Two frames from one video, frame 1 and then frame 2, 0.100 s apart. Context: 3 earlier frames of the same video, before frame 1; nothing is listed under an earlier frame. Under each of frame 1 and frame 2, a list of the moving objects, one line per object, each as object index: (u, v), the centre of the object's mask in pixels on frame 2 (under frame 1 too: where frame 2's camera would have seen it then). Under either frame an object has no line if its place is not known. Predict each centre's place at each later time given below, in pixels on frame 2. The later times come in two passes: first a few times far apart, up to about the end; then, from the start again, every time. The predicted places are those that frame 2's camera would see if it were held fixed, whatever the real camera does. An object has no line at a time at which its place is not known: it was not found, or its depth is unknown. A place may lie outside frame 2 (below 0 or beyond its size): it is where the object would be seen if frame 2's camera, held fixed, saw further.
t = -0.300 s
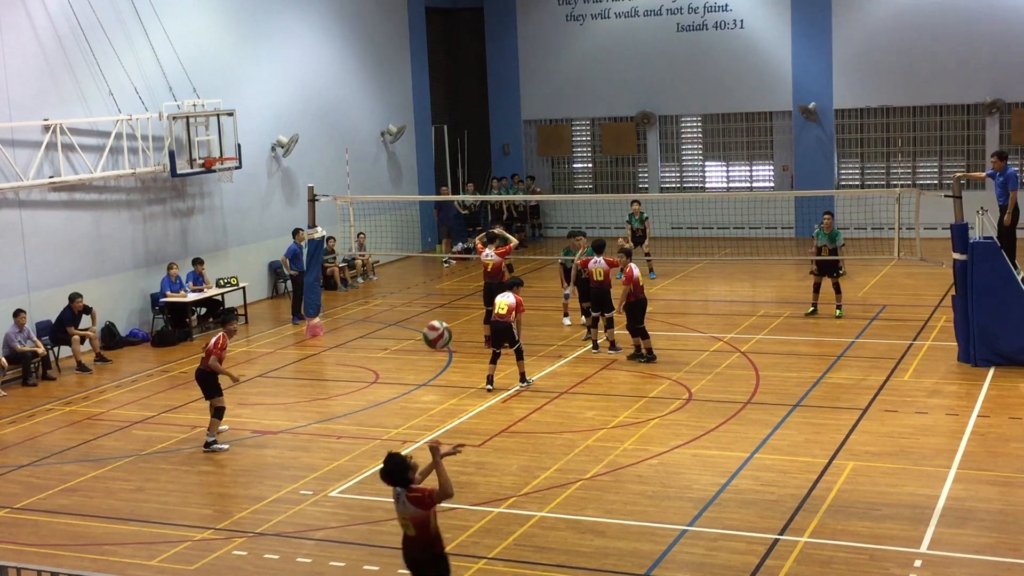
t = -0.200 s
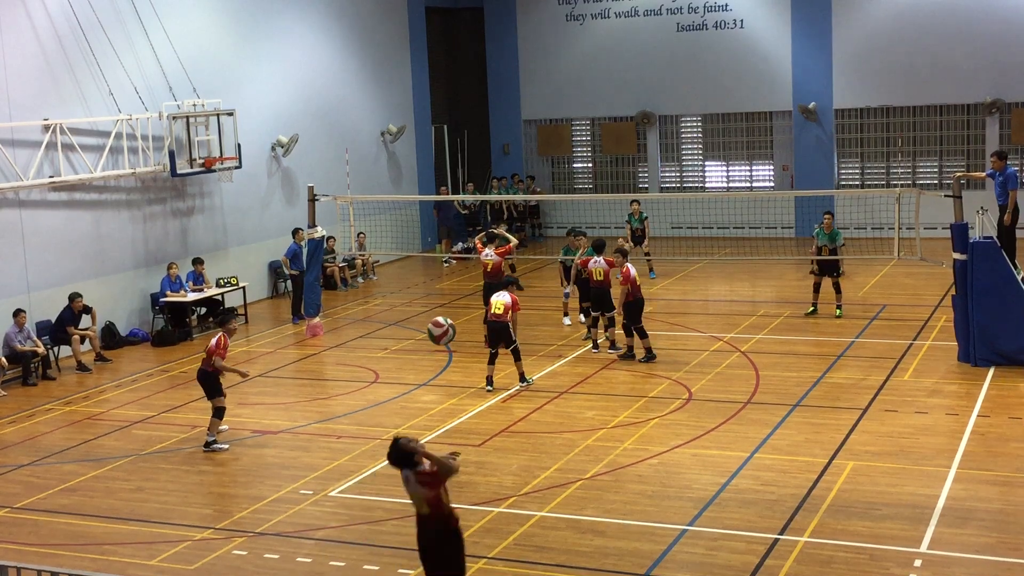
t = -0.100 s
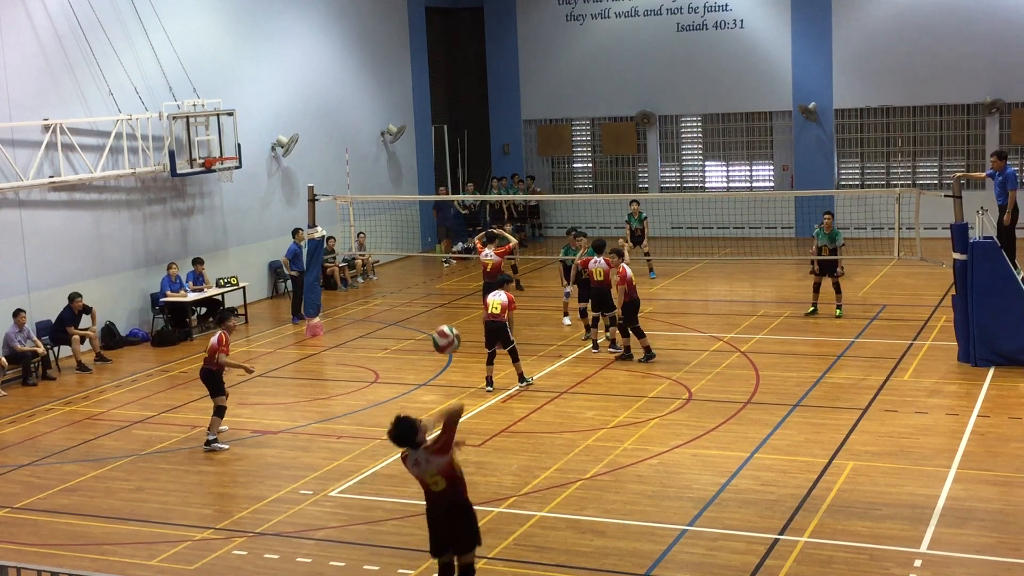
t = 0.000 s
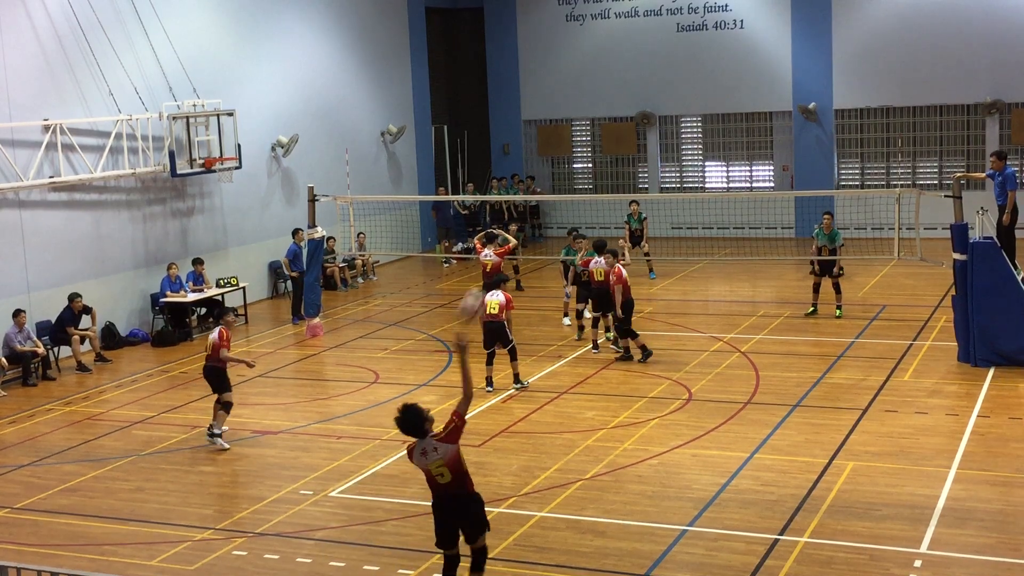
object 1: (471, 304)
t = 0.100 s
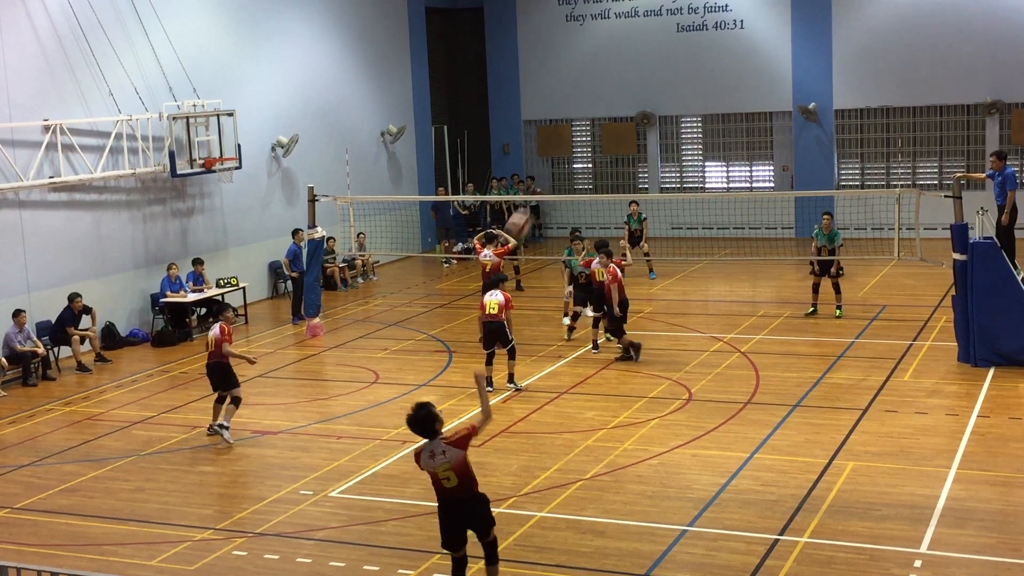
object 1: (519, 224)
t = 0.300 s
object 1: (591, 134)
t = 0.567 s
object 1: (659, 102)
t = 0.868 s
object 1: (715, 130)
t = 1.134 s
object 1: (751, 189)
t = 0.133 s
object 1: (533, 203)
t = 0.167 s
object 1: (545, 183)
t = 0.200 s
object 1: (558, 167)
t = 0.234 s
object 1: (569, 154)
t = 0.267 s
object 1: (580, 143)
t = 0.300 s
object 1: (591, 134)
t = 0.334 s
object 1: (601, 126)
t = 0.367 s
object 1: (610, 119)
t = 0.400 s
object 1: (619, 114)
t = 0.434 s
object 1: (627, 110)
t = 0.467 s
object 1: (636, 107)
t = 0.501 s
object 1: (643, 105)
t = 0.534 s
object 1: (651, 103)
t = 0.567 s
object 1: (659, 102)
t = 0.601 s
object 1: (666, 103)
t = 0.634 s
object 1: (673, 103)
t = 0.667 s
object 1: (680, 105)
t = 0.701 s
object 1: (686, 108)
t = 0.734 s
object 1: (692, 111)
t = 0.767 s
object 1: (698, 115)
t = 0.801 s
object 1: (704, 119)
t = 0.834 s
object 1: (709, 124)
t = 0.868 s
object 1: (715, 130)
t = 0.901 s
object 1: (720, 136)
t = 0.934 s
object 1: (725, 142)
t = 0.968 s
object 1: (729, 150)
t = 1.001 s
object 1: (734, 157)
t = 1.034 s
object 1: (739, 164)
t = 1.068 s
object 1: (744, 174)
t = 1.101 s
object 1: (747, 184)
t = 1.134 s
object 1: (751, 189)
